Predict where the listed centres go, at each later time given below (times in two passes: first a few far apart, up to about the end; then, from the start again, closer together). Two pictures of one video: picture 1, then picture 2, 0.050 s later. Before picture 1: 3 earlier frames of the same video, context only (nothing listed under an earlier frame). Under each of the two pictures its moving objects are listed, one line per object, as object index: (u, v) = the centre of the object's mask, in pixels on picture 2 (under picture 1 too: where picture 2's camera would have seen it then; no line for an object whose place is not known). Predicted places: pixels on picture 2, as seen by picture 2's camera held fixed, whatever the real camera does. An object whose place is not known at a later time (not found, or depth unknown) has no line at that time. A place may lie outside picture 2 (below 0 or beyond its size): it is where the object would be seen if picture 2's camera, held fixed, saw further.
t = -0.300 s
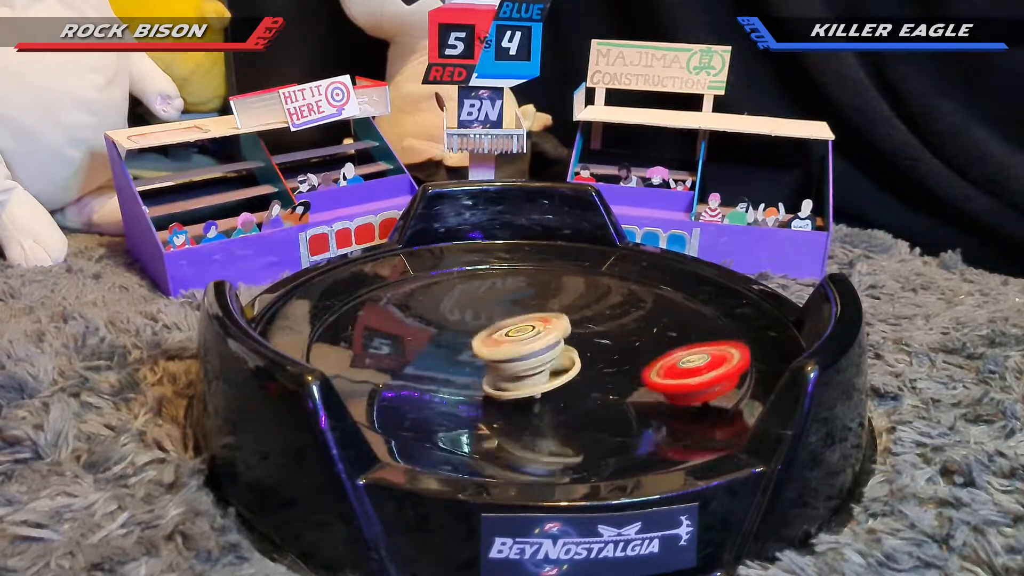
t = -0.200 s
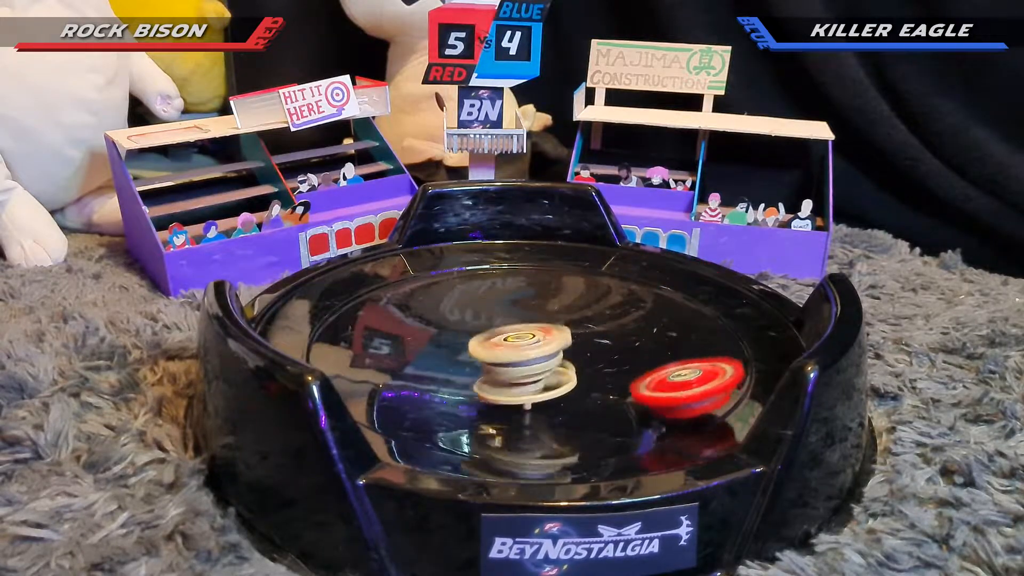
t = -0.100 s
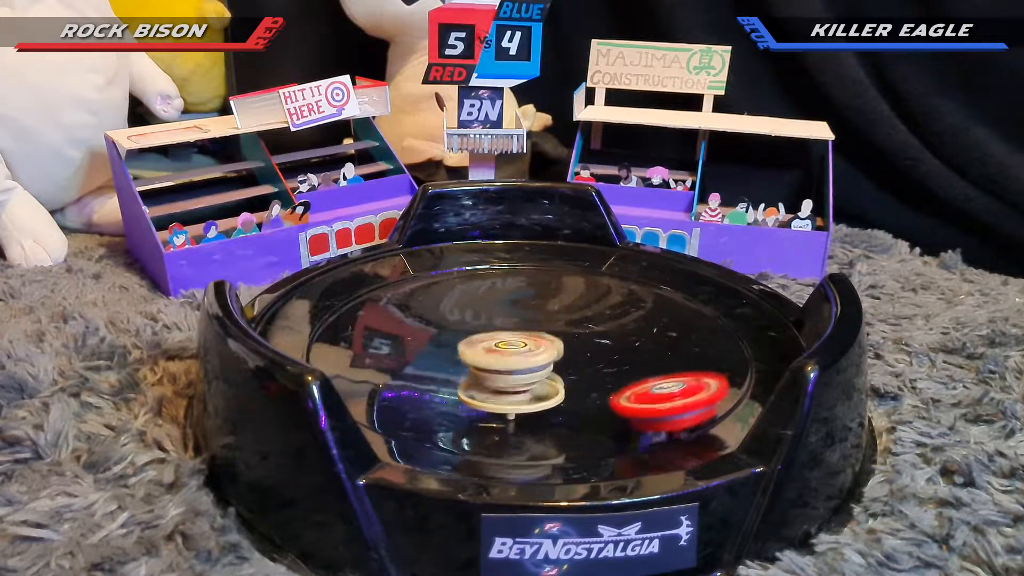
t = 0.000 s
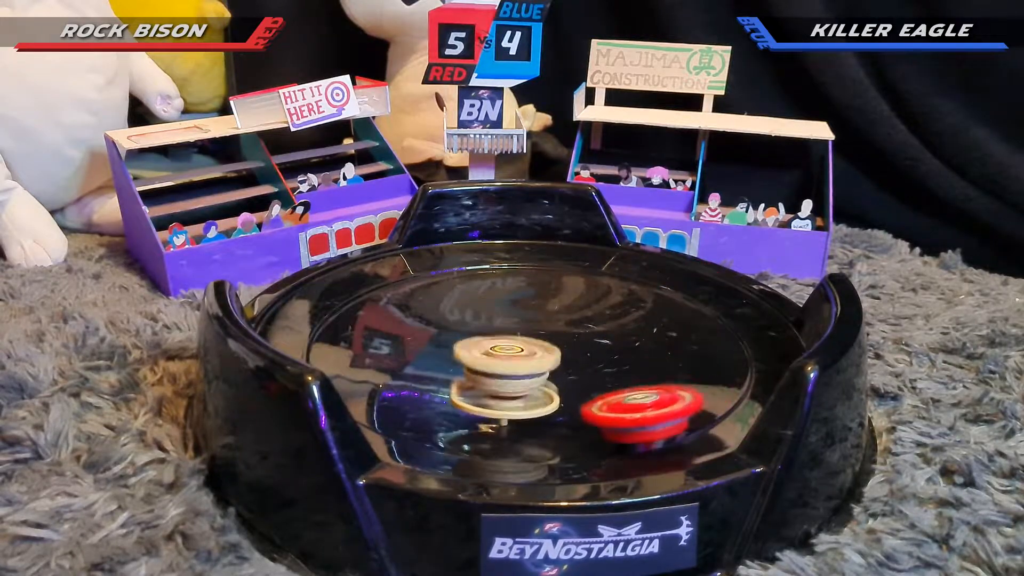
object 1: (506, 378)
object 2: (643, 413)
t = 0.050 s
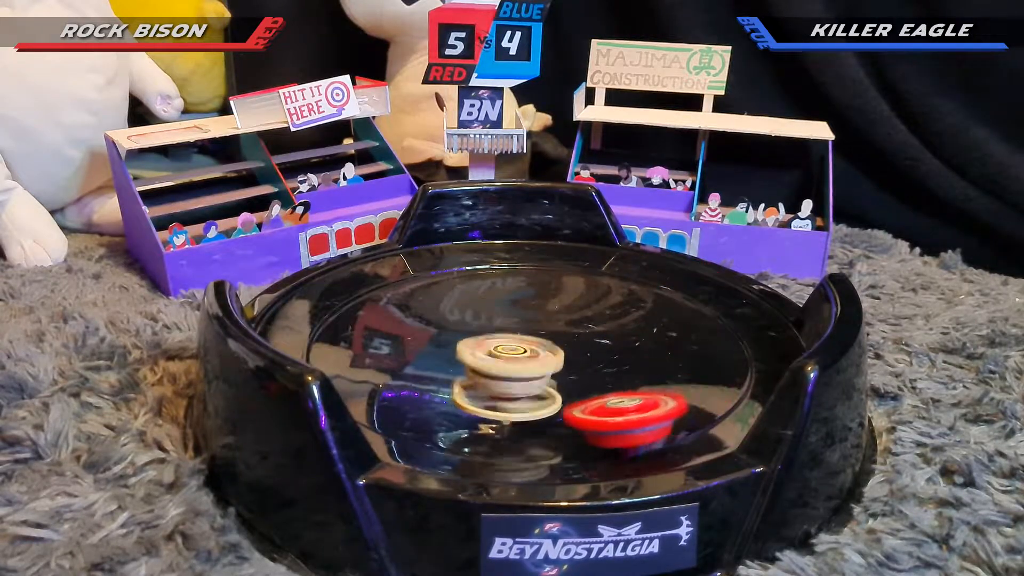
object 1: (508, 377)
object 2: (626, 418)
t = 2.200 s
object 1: (517, 324)
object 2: (660, 297)
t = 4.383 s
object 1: (539, 344)
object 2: (456, 323)
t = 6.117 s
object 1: (491, 367)
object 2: (564, 355)
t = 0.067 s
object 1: (509, 377)
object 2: (620, 419)
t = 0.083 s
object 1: (510, 376)
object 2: (615, 421)
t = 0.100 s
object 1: (512, 375)
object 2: (609, 422)
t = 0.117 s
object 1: (513, 374)
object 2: (602, 423)
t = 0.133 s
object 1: (514, 372)
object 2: (595, 423)
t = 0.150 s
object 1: (515, 370)
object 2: (587, 424)
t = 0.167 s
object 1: (516, 368)
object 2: (581, 425)
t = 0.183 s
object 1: (517, 367)
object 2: (573, 425)
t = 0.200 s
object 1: (518, 365)
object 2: (567, 426)
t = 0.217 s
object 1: (519, 363)
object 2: (559, 426)
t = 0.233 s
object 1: (520, 362)
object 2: (551, 426)
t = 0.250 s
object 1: (521, 360)
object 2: (544, 426)
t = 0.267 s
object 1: (522, 359)
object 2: (537, 426)
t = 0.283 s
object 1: (523, 356)
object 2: (530, 425)
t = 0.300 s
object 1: (525, 355)
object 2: (522, 424)
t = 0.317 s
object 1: (526, 353)
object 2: (516, 424)
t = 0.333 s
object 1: (528, 351)
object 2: (510, 423)
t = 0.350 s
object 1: (530, 349)
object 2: (503, 422)
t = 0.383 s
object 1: (534, 345)
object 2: (490, 420)
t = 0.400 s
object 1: (536, 343)
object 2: (483, 418)
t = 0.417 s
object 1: (538, 341)
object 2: (476, 417)
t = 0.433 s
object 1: (540, 339)
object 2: (471, 415)
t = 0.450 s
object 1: (542, 337)
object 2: (466, 414)
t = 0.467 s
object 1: (545, 335)
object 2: (461, 412)
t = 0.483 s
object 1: (548, 333)
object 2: (455, 410)
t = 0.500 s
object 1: (550, 330)
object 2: (451, 408)
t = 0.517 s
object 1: (553, 328)
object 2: (446, 406)
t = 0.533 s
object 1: (556, 327)
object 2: (441, 405)
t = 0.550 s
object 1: (558, 325)
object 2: (437, 402)
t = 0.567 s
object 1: (561, 323)
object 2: (433, 401)
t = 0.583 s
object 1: (564, 321)
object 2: (430, 399)
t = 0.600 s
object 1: (567, 319)
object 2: (427, 396)
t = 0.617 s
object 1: (570, 317)
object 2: (423, 394)
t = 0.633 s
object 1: (572, 315)
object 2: (420, 391)
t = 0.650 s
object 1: (574, 313)
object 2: (418, 389)
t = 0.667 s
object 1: (576, 312)
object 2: (415, 386)
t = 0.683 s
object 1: (577, 310)
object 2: (413, 384)
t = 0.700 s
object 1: (578, 309)
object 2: (411, 382)
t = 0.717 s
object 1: (578, 308)
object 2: (409, 379)
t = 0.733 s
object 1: (578, 308)
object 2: (407, 376)
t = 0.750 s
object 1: (578, 307)
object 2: (405, 374)
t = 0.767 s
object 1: (577, 307)
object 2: (404, 371)
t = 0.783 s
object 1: (576, 307)
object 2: (403, 368)
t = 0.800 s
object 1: (575, 308)
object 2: (401, 365)
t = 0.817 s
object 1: (575, 309)
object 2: (401, 363)
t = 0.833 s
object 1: (573, 309)
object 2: (400, 360)
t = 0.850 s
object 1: (571, 311)
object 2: (399, 357)
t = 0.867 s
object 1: (569, 312)
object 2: (399, 355)
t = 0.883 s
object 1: (567, 314)
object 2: (398, 352)
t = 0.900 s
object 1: (565, 316)
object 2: (397, 349)
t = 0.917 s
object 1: (563, 319)
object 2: (396, 347)
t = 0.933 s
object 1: (562, 322)
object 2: (396, 344)
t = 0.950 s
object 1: (559, 324)
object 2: (395, 342)
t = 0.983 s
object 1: (556, 329)
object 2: (395, 337)
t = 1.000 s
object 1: (553, 331)
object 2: (396, 335)
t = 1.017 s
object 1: (552, 334)
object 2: (396, 332)
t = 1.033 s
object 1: (549, 336)
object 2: (397, 330)
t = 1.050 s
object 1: (547, 339)
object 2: (397, 328)
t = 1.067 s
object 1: (545, 341)
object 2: (398, 325)
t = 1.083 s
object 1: (543, 344)
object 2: (398, 323)
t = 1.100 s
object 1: (541, 346)
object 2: (399, 321)
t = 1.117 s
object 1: (537, 348)
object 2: (400, 319)
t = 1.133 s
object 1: (536, 351)
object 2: (401, 317)
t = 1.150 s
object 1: (533, 353)
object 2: (402, 316)
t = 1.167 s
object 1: (531, 355)
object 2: (403, 314)
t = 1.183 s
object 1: (527, 357)
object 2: (405, 312)
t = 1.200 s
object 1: (525, 359)
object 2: (407, 311)
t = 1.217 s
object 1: (522, 361)
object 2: (416, 306)
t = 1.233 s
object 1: (518, 363)
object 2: (418, 305)
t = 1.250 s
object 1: (516, 365)
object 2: (421, 303)
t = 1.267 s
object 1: (513, 367)
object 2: (423, 302)
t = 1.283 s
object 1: (511, 368)
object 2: (426, 301)
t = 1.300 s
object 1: (508, 370)
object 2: (429, 300)
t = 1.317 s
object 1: (506, 372)
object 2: (433, 299)
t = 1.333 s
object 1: (506, 373)
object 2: (436, 299)
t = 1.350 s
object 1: (505, 374)
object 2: (440, 298)
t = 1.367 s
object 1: (504, 375)
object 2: (443, 297)
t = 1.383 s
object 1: (504, 376)
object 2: (447, 297)
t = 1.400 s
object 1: (505, 376)
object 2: (452, 297)
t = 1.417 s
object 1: (505, 376)
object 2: (456, 296)
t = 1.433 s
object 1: (506, 376)
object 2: (461, 296)
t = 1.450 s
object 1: (507, 376)
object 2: (465, 296)
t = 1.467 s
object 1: (508, 376)
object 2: (470, 296)
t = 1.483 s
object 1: (509, 375)
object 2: (475, 296)
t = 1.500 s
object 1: (512, 375)
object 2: (480, 296)
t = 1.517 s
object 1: (512, 374)
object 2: (485, 296)
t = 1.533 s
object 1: (514, 373)
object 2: (490, 297)
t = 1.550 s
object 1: (516, 371)
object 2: (494, 297)
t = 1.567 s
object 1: (517, 370)
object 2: (499, 296)
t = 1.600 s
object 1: (519, 366)
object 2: (509, 296)
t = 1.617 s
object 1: (520, 363)
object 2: (514, 295)
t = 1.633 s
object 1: (520, 361)
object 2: (520, 294)
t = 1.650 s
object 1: (521, 358)
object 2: (525, 293)
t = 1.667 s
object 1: (521, 355)
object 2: (530, 293)
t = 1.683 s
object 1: (521, 353)
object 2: (535, 292)
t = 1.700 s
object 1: (521, 351)
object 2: (539, 292)
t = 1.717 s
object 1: (522, 348)
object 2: (547, 291)
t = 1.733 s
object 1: (522, 345)
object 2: (551, 291)
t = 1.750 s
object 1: (522, 342)
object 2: (558, 291)
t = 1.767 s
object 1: (522, 339)
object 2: (563, 291)
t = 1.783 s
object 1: (522, 337)
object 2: (570, 292)
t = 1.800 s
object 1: (521, 334)
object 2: (574, 293)
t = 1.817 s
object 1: (522, 331)
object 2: (580, 294)
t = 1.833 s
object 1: (522, 328)
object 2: (584, 295)
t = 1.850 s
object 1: (521, 325)
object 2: (589, 297)
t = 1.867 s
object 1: (518, 323)
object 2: (594, 296)
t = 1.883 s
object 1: (516, 322)
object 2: (598, 296)
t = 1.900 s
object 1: (515, 321)
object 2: (602, 295)
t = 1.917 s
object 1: (514, 319)
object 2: (606, 294)
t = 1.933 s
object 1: (513, 317)
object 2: (610, 293)
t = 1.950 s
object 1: (512, 315)
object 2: (615, 293)
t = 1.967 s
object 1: (512, 314)
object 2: (619, 292)
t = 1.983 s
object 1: (510, 313)
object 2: (624, 291)
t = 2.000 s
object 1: (510, 313)
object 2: (628, 291)
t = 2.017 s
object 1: (510, 313)
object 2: (632, 290)
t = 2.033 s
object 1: (509, 313)
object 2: (636, 290)
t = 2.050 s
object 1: (509, 313)
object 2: (640, 290)
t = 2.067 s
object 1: (509, 313)
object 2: (643, 290)
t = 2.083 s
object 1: (509, 314)
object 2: (647, 290)
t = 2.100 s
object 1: (509, 314)
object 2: (650, 291)
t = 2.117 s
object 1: (509, 315)
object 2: (652, 291)
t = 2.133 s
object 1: (510, 317)
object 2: (655, 292)
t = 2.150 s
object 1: (511, 319)
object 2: (657, 293)
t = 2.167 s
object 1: (513, 320)
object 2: (658, 294)
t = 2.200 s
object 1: (517, 324)
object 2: (660, 297)
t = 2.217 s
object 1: (520, 327)
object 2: (661, 299)
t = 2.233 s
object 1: (523, 329)
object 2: (662, 301)
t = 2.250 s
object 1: (526, 331)
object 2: (662, 303)
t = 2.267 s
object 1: (530, 334)
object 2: (662, 306)
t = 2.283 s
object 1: (534, 335)
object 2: (662, 308)
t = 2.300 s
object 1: (538, 338)
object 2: (661, 311)
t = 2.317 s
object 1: (541, 339)
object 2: (661, 313)
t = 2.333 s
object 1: (546, 342)
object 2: (660, 316)
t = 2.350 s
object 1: (550, 343)
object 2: (659, 319)
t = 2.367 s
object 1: (555, 345)
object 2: (658, 322)
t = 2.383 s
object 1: (559, 346)
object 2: (657, 325)
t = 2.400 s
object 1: (564, 349)
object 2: (657, 328)
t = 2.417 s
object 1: (569, 349)
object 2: (657, 330)
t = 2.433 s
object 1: (567, 351)
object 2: (662, 331)
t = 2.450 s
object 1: (561, 353)
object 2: (669, 331)
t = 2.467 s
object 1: (557, 357)
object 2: (677, 330)
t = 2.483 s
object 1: (549, 357)
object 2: (685, 328)
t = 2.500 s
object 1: (542, 358)
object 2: (691, 328)
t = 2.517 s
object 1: (536, 361)
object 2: (696, 328)
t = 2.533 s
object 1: (531, 362)
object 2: (700, 328)
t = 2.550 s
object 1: (524, 362)
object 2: (705, 328)
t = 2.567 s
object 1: (520, 362)
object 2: (709, 329)
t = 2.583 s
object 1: (517, 363)
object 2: (714, 329)
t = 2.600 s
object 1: (513, 363)
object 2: (718, 330)
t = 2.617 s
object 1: (510, 363)
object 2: (722, 330)
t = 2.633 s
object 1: (509, 363)
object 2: (726, 331)
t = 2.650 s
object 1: (508, 362)
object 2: (729, 332)
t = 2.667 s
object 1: (505, 361)
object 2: (732, 333)
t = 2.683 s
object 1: (504, 362)
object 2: (735, 334)
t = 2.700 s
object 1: (503, 362)
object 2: (737, 336)
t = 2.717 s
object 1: (501, 363)
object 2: (739, 337)
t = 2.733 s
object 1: (500, 363)
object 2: (739, 338)
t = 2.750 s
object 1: (499, 362)
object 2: (740, 340)
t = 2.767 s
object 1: (499, 362)
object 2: (740, 341)
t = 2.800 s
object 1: (498, 360)
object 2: (737, 345)
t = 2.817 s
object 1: (499, 360)
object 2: (735, 347)
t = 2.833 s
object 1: (499, 359)
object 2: (733, 349)
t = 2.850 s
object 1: (500, 358)
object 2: (730, 351)
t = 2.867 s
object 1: (501, 358)
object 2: (727, 353)
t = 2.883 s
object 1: (502, 357)
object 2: (724, 355)
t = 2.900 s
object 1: (504, 356)
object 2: (720, 357)
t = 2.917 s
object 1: (506, 355)
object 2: (715, 359)
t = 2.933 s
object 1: (509, 354)
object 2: (711, 361)
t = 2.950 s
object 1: (511, 354)
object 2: (706, 363)
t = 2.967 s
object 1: (515, 353)
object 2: (701, 365)
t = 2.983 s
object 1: (517, 352)
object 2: (696, 367)
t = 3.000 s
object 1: (520, 351)
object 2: (690, 369)
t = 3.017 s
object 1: (523, 350)
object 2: (684, 371)
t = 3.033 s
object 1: (526, 349)
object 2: (678, 372)
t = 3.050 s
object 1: (530, 348)
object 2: (671, 374)
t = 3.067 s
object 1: (532, 347)
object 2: (665, 376)
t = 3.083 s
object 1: (536, 345)
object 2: (658, 378)
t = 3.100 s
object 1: (538, 343)
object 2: (651, 379)
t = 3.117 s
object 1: (541, 341)
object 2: (645, 381)
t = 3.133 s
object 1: (542, 339)
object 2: (638, 382)
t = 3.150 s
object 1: (542, 337)
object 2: (631, 383)
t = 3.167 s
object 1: (542, 335)
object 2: (625, 384)
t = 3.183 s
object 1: (542, 334)
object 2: (618, 385)
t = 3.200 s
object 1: (540, 333)
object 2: (610, 386)
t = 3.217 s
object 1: (538, 331)
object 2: (603, 386)
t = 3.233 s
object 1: (536, 330)
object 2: (596, 387)
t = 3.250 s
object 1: (534, 329)
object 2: (589, 387)
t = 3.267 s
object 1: (531, 328)
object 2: (581, 388)
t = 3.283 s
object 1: (529, 328)
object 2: (573, 389)
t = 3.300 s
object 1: (526, 327)
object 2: (566, 389)
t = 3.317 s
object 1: (524, 327)
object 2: (559, 389)
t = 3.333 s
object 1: (522, 327)
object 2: (552, 389)
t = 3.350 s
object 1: (519, 327)
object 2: (544, 389)
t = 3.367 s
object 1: (517, 328)
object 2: (537, 388)
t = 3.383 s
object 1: (515, 328)
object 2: (530, 388)
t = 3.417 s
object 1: (511, 330)
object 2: (515, 388)
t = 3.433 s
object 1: (510, 330)
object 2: (509, 386)
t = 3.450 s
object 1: (510, 328)
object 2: (501, 387)
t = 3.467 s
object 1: (510, 325)
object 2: (493, 388)
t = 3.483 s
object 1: (509, 322)
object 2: (485, 389)
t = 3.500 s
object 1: (508, 321)
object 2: (478, 387)
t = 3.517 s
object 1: (508, 321)
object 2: (471, 387)
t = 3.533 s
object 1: (508, 322)
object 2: (465, 386)
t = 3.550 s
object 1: (508, 323)
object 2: (459, 385)
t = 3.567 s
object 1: (511, 323)
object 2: (452, 384)
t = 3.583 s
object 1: (513, 323)
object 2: (447, 383)
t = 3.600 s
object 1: (515, 323)
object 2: (441, 382)
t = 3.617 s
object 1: (517, 322)
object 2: (436, 381)
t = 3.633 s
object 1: (519, 321)
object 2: (431, 380)
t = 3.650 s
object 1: (522, 321)
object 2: (425, 378)
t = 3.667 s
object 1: (524, 321)
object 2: (419, 376)
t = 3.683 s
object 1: (525, 322)
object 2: (414, 375)
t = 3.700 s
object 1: (525, 322)
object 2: (408, 373)
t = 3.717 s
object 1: (525, 322)
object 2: (404, 371)
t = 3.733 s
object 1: (525, 321)
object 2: (399, 370)
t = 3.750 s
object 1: (524, 321)
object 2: (395, 368)
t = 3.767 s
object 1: (523, 320)
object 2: (392, 366)
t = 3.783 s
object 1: (522, 320)
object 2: (388, 364)
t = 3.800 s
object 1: (522, 320)
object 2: (384, 362)
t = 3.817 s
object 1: (521, 320)
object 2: (381, 360)
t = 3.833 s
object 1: (521, 320)
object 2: (377, 358)
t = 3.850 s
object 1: (521, 320)
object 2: (375, 356)
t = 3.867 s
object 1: (522, 320)
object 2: (373, 354)
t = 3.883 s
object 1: (522, 320)
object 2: (371, 352)
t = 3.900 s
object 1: (522, 320)
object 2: (369, 350)
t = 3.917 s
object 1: (523, 321)
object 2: (368, 348)
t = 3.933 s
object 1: (524, 321)
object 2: (367, 346)
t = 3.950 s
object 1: (524, 322)
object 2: (367, 344)
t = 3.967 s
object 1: (525, 322)
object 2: (368, 344)
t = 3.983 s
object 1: (526, 324)
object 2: (369, 341)
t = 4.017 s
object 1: (527, 326)
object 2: (371, 339)
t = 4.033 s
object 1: (527, 328)
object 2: (374, 338)
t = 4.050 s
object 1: (526, 329)
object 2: (376, 337)
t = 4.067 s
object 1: (525, 330)
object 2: (379, 336)
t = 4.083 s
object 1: (524, 332)
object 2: (382, 335)
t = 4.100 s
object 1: (523, 333)
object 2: (385, 334)
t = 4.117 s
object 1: (521, 334)
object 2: (389, 333)
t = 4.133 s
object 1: (519, 335)
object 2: (392, 332)
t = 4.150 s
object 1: (518, 336)
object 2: (396, 332)
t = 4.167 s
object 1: (516, 336)
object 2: (402, 331)
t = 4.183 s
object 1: (515, 337)
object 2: (406, 330)
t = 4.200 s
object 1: (514, 337)
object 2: (411, 330)
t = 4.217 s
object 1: (514, 338)
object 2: (415, 329)
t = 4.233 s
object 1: (514, 338)
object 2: (420, 329)
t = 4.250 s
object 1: (515, 338)
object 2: (424, 328)
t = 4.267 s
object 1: (515, 339)
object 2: (427, 328)
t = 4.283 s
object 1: (516, 339)
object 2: (432, 328)
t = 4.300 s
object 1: (522, 340)
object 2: (434, 327)
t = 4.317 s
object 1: (527, 341)
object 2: (439, 326)
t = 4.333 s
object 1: (531, 342)
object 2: (444, 325)
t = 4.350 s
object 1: (534, 343)
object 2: (448, 325)
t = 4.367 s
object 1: (537, 344)
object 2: (452, 324)
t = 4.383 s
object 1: (539, 344)
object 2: (456, 323)
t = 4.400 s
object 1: (539, 345)
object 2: (460, 323)
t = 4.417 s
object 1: (539, 345)
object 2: (463, 322)
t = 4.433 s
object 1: (540, 345)
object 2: (466, 321)
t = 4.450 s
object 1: (542, 347)
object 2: (469, 319)
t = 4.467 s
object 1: (544, 349)
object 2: (473, 317)
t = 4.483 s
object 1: (545, 350)
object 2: (475, 315)
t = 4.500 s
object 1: (547, 351)
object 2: (478, 314)
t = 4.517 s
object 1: (550, 352)
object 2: (481, 313)
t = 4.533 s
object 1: (552, 353)
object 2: (484, 314)
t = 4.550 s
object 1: (555, 353)
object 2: (488, 314)
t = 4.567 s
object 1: (557, 354)
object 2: (492, 315)
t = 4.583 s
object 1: (560, 354)
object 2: (497, 315)
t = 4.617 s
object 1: (565, 353)
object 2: (505, 315)
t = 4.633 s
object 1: (567, 352)
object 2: (509, 316)
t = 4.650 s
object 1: (569, 352)
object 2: (512, 316)
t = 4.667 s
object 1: (571, 351)
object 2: (515, 316)
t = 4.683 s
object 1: (573, 352)
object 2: (519, 316)
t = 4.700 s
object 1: (575, 351)
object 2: (521, 316)
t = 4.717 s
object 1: (577, 351)
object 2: (527, 314)
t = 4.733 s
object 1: (579, 353)
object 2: (533, 313)
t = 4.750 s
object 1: (580, 353)
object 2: (539, 311)
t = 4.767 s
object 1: (580, 353)
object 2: (542, 310)
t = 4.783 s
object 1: (579, 353)
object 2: (546, 309)
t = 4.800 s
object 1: (576, 353)
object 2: (553, 305)
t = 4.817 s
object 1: (573, 348)
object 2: (564, 302)
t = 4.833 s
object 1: (573, 349)
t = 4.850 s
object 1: (574, 348)
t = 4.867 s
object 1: (575, 347)
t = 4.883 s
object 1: (564, 350)
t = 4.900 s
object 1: (559, 351)
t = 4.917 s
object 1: (572, 346)
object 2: (621, 325)
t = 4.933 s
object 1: (574, 343)
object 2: (626, 324)
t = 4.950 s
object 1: (524, 358)
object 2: (641, 317)
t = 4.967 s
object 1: (514, 359)
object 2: (659, 314)
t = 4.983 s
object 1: (504, 358)
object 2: (676, 315)
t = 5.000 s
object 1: (494, 355)
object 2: (692, 317)
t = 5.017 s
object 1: (483, 353)
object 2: (707, 311)
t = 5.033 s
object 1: (474, 350)
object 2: (720, 309)
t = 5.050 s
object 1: (464, 350)
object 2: (730, 307)
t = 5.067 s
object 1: (454, 349)
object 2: (739, 305)
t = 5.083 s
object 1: (446, 350)
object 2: (746, 304)
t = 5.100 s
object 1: (440, 351)
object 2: (752, 304)
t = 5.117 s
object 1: (434, 354)
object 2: (751, 301)
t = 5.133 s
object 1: (433, 353)
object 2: (746, 300)
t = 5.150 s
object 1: (431, 347)
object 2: (742, 304)
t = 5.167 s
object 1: (428, 348)
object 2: (737, 304)
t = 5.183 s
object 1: (426, 349)
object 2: (731, 304)
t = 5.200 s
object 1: (427, 350)
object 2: (724, 304)
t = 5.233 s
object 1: (428, 350)
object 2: (710, 306)
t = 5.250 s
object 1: (429, 350)
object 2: (704, 307)
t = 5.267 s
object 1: (430, 350)
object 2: (698, 307)
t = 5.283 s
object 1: (431, 350)
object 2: (692, 308)
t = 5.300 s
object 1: (431, 350)
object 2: (686, 310)
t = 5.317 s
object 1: (432, 349)
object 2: (681, 311)
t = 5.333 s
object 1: (433, 348)
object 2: (675, 312)
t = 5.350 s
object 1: (434, 348)
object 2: (670, 313)
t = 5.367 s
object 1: (437, 347)
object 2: (664, 312)
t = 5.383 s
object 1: (441, 346)
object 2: (658, 314)
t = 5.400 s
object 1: (445, 346)
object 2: (651, 316)
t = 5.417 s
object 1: (451, 346)
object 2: (644, 317)
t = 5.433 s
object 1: (456, 347)
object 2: (636, 319)
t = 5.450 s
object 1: (462, 349)
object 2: (626, 322)
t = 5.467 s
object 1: (468, 351)
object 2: (619, 322)
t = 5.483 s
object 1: (473, 353)
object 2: (608, 324)
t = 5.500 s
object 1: (478, 355)
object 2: (598, 326)
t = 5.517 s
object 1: (482, 356)
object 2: (588, 329)
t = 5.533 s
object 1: (485, 358)
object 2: (577, 330)
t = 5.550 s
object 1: (487, 358)
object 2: (570, 332)
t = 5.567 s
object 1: (488, 359)
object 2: (563, 331)
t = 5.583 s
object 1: (488, 360)
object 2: (559, 332)
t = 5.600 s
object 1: (485, 361)
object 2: (553, 336)
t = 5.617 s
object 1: (485, 362)
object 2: (548, 335)
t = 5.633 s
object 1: (485, 362)
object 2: (545, 337)
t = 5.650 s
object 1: (484, 361)
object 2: (544, 341)
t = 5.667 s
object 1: (481, 361)
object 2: (542, 342)
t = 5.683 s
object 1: (480, 361)
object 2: (541, 345)
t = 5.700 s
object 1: (480, 360)
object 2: (543, 349)
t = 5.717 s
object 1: (478, 361)
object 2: (543, 349)
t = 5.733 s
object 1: (477, 360)
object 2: (545, 352)
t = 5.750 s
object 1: (477, 360)
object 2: (547, 354)
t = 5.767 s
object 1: (477, 361)
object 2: (551, 354)
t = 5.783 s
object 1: (478, 361)
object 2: (554, 355)
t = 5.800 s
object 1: (478, 361)
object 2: (556, 356)
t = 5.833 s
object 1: (481, 360)
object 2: (561, 357)
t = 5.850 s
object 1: (481, 362)
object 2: (562, 357)
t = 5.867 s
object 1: (483, 362)
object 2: (562, 357)
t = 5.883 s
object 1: (485, 363)
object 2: (564, 357)
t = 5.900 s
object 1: (487, 362)
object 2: (564, 357)
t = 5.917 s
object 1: (487, 365)
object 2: (565, 357)
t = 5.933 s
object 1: (488, 365)
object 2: (565, 357)
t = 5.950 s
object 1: (488, 365)
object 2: (564, 357)
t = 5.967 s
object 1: (489, 366)
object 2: (564, 356)
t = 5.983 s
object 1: (490, 367)
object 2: (564, 356)
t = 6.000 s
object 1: (490, 367)
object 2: (564, 356)
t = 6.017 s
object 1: (490, 367)
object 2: (564, 355)
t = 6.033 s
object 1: (491, 368)
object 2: (565, 355)
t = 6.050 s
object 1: (491, 368)
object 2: (565, 355)
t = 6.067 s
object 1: (491, 368)
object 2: (565, 355)
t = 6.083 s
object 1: (490, 368)
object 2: (564, 355)
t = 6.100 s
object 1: (491, 368)
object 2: (564, 355)
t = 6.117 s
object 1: (491, 367)
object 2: (564, 355)
